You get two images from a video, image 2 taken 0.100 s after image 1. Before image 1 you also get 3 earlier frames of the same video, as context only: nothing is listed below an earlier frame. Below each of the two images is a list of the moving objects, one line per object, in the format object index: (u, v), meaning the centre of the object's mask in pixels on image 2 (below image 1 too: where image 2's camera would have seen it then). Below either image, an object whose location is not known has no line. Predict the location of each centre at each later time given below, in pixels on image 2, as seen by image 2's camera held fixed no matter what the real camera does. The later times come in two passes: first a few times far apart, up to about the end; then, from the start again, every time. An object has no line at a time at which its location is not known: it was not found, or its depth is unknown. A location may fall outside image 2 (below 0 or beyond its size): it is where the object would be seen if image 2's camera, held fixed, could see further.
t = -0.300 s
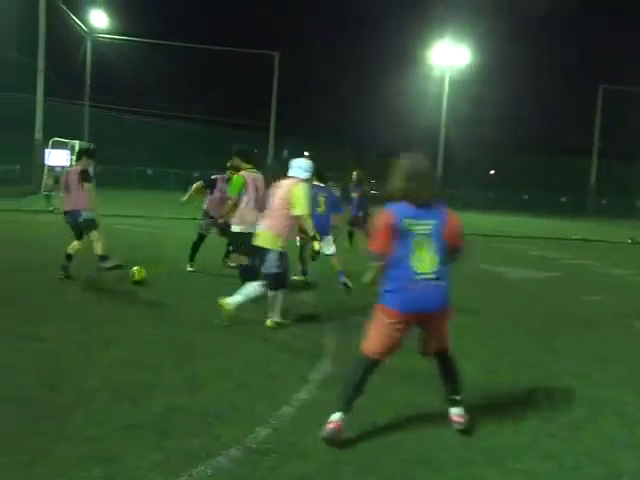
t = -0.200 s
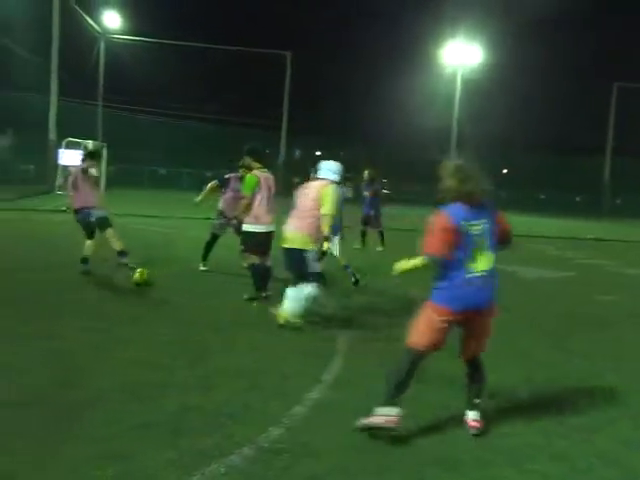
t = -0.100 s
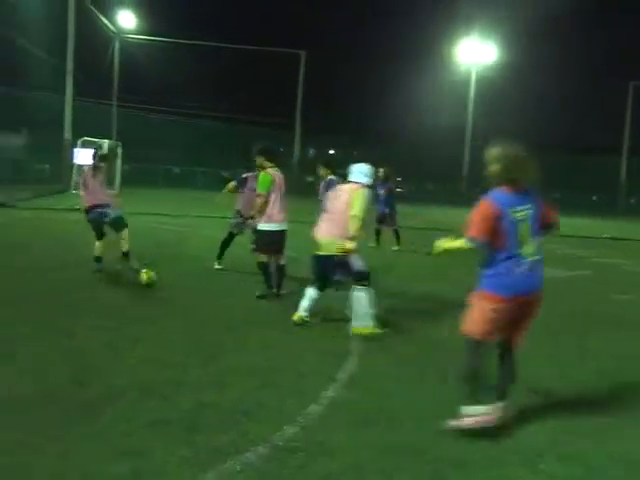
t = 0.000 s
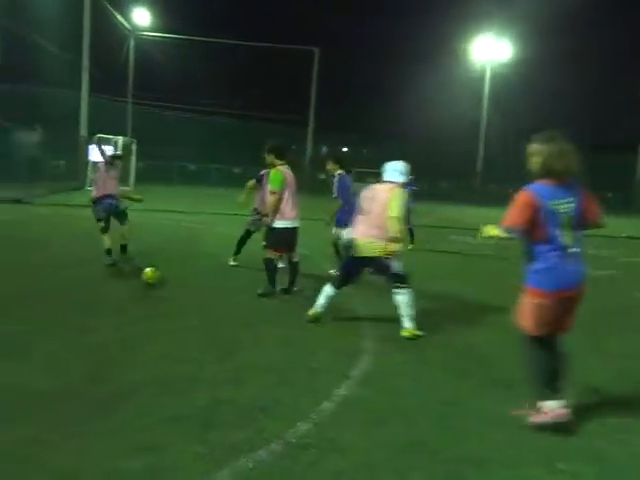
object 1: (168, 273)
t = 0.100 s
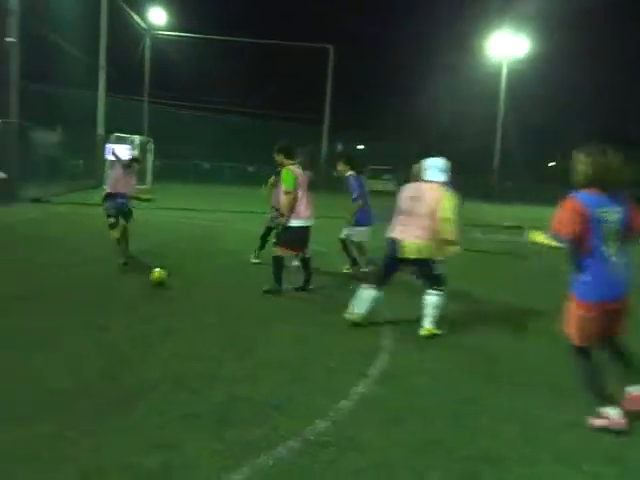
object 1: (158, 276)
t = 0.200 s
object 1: (147, 279)
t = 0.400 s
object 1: (125, 283)
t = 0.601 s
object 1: (100, 290)
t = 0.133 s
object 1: (155, 278)
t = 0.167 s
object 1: (151, 278)
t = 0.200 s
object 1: (147, 279)
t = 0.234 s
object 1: (142, 279)
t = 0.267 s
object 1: (138, 280)
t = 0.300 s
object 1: (135, 281)
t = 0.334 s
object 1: (131, 281)
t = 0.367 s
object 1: (128, 282)
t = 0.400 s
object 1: (125, 283)
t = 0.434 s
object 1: (120, 284)
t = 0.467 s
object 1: (116, 285)
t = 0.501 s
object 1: (111, 286)
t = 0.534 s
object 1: (106, 287)
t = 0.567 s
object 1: (103, 289)
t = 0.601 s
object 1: (100, 290)
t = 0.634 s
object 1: (94, 291)
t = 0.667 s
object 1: (90, 292)
